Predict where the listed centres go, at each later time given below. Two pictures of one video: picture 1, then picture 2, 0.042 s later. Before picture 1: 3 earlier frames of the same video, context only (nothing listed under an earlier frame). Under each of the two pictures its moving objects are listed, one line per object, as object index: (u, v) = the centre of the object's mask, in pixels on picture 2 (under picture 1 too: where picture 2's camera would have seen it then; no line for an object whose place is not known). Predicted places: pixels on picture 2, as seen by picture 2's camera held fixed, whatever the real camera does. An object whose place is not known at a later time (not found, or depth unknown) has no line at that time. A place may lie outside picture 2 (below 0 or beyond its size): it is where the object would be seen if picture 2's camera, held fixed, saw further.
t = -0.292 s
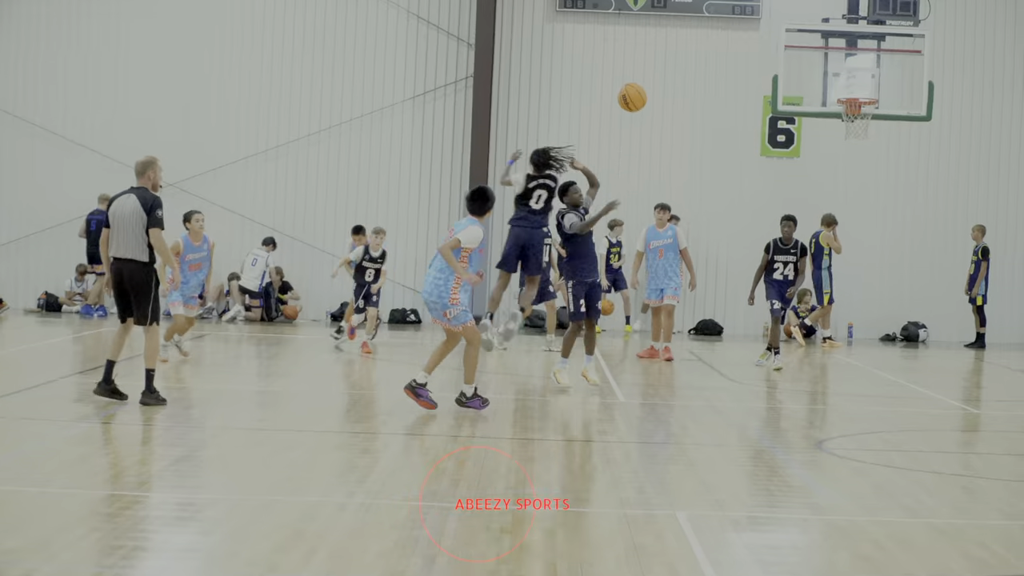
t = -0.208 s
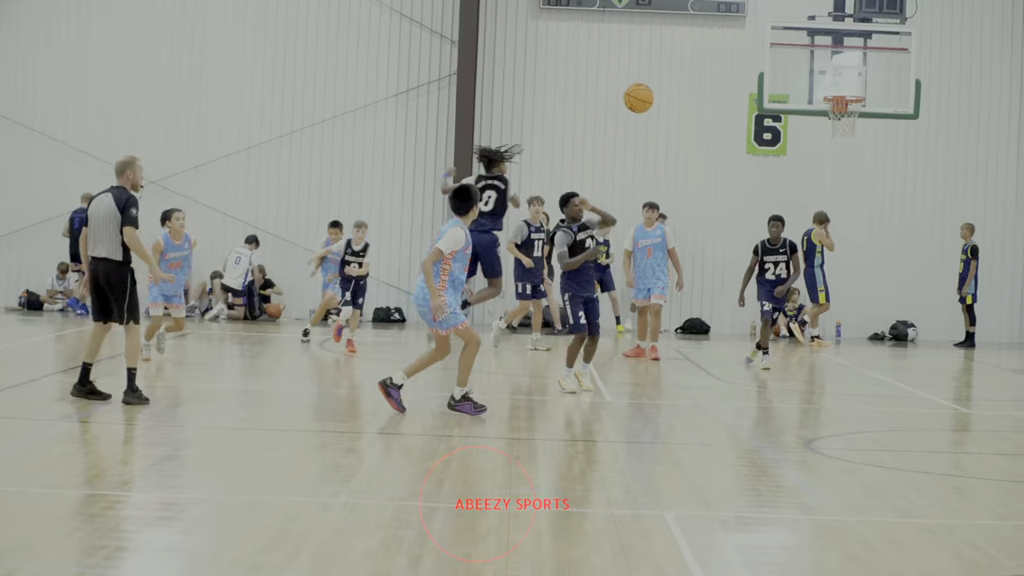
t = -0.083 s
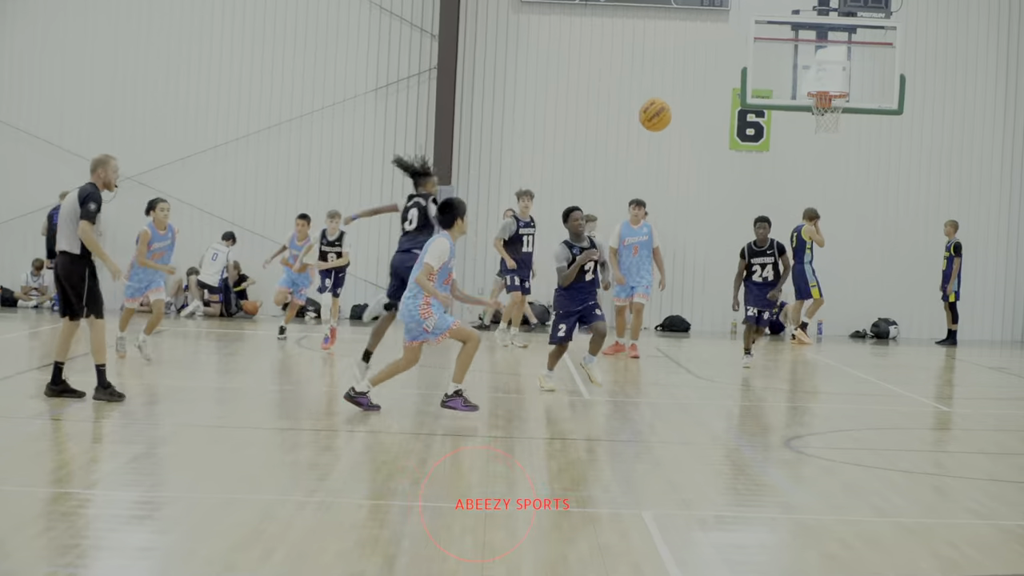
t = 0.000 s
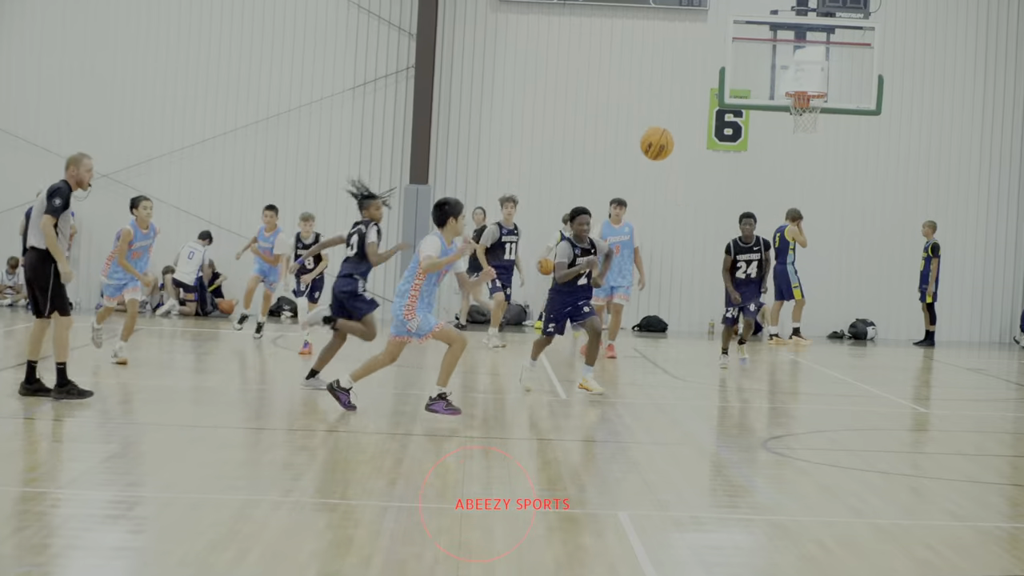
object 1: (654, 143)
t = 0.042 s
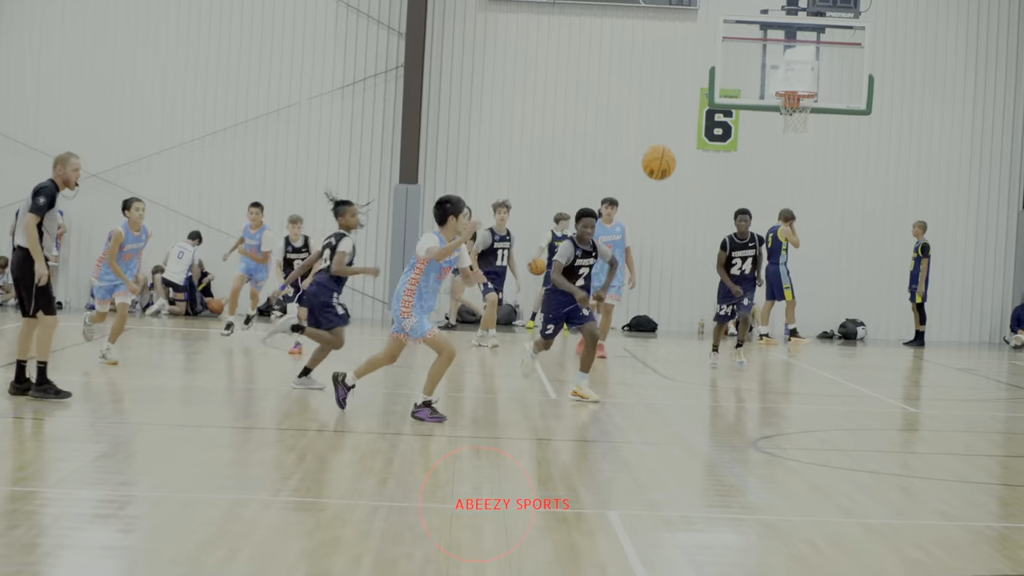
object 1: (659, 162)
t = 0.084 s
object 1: (665, 183)
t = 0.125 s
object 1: (674, 207)
